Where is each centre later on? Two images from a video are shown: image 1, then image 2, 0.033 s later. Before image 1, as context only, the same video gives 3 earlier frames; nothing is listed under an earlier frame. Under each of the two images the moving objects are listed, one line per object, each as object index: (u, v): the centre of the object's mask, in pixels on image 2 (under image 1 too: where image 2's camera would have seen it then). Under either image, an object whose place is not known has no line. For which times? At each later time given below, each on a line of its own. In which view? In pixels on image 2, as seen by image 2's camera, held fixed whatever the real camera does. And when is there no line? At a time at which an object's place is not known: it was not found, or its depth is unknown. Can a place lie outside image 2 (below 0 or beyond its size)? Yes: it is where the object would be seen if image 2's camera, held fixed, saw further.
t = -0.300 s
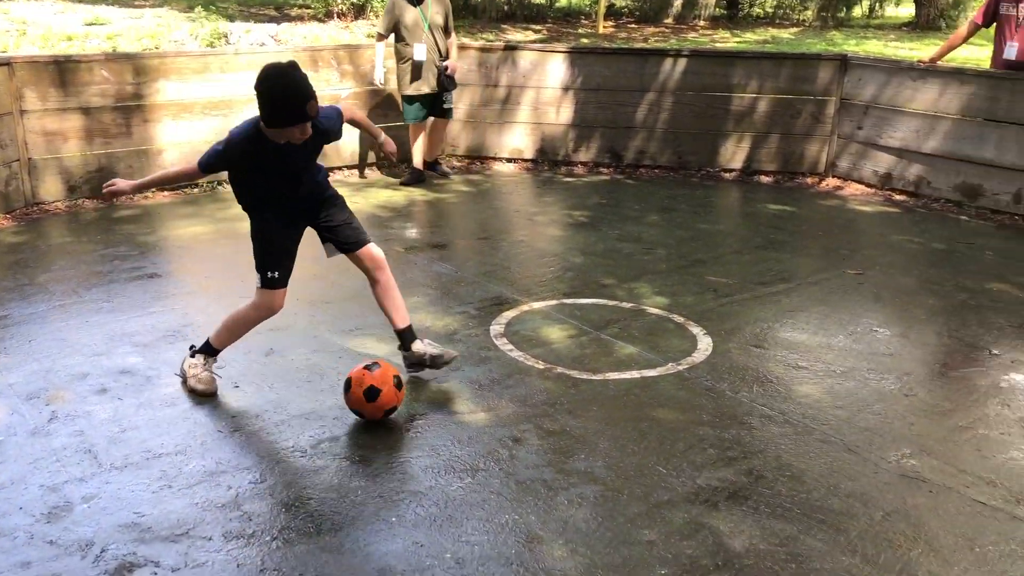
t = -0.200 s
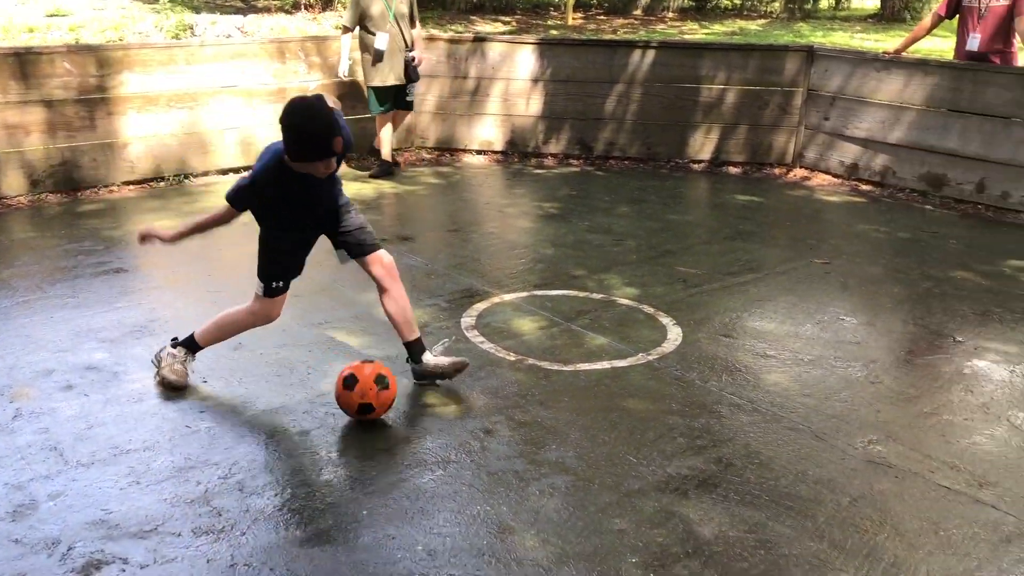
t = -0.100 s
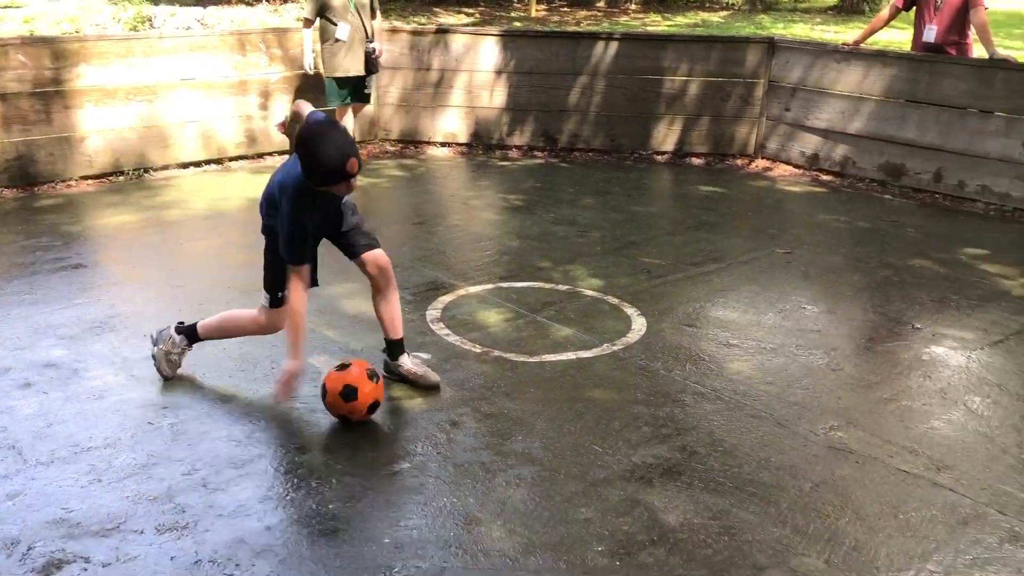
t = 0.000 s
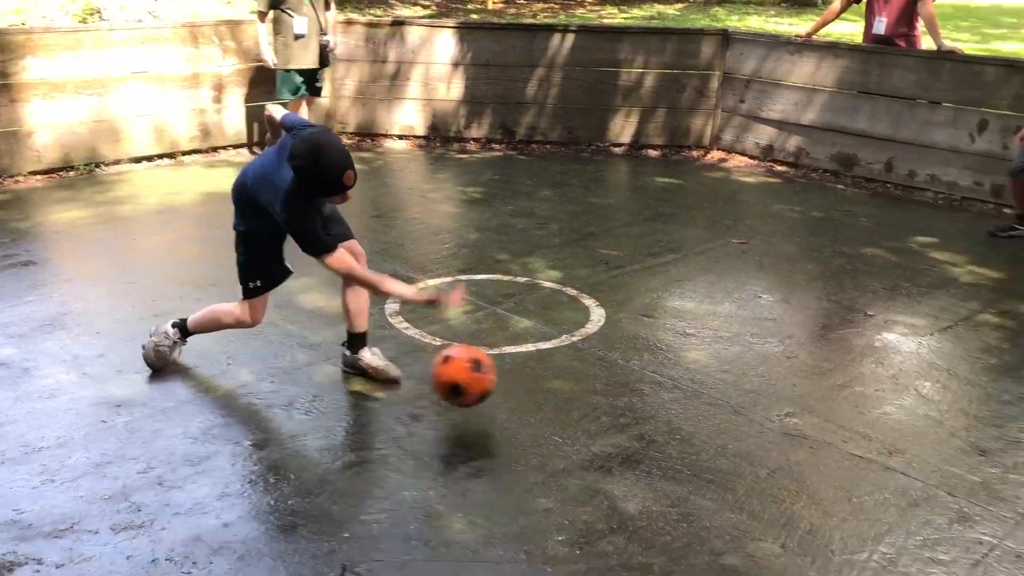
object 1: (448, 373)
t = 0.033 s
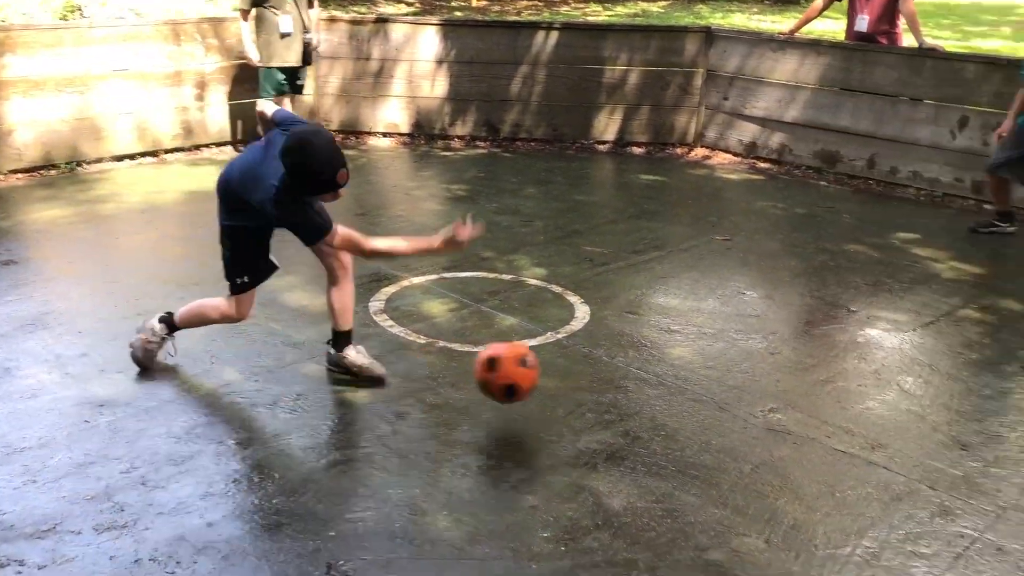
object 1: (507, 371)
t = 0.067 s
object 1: (565, 372)
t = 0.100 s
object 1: (622, 376)
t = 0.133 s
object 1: (680, 384)
